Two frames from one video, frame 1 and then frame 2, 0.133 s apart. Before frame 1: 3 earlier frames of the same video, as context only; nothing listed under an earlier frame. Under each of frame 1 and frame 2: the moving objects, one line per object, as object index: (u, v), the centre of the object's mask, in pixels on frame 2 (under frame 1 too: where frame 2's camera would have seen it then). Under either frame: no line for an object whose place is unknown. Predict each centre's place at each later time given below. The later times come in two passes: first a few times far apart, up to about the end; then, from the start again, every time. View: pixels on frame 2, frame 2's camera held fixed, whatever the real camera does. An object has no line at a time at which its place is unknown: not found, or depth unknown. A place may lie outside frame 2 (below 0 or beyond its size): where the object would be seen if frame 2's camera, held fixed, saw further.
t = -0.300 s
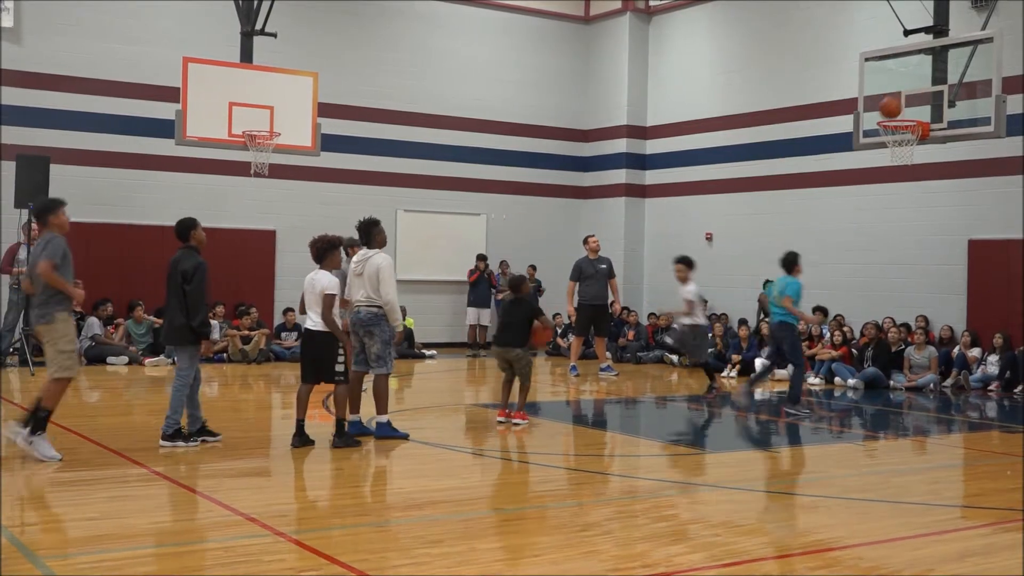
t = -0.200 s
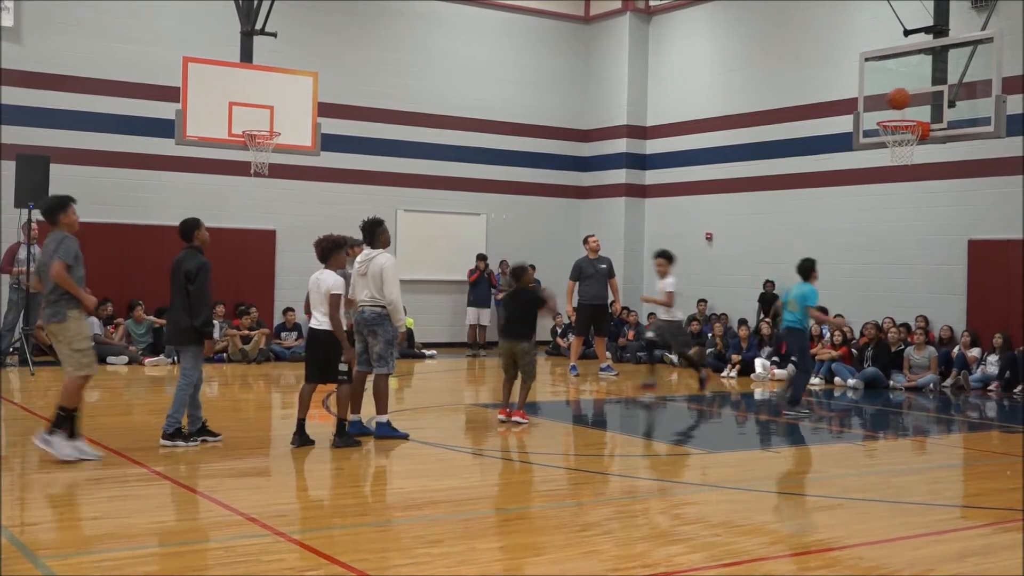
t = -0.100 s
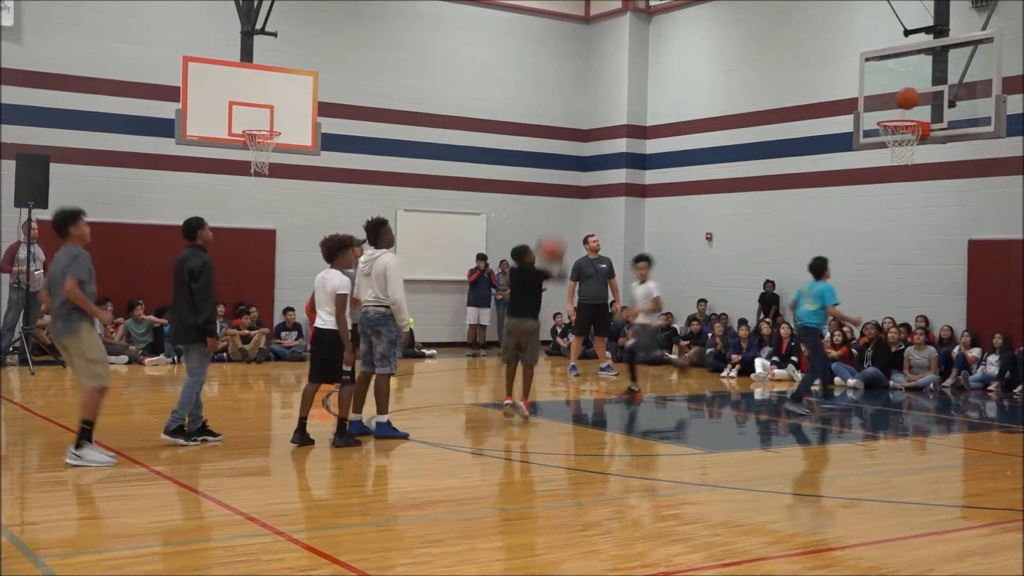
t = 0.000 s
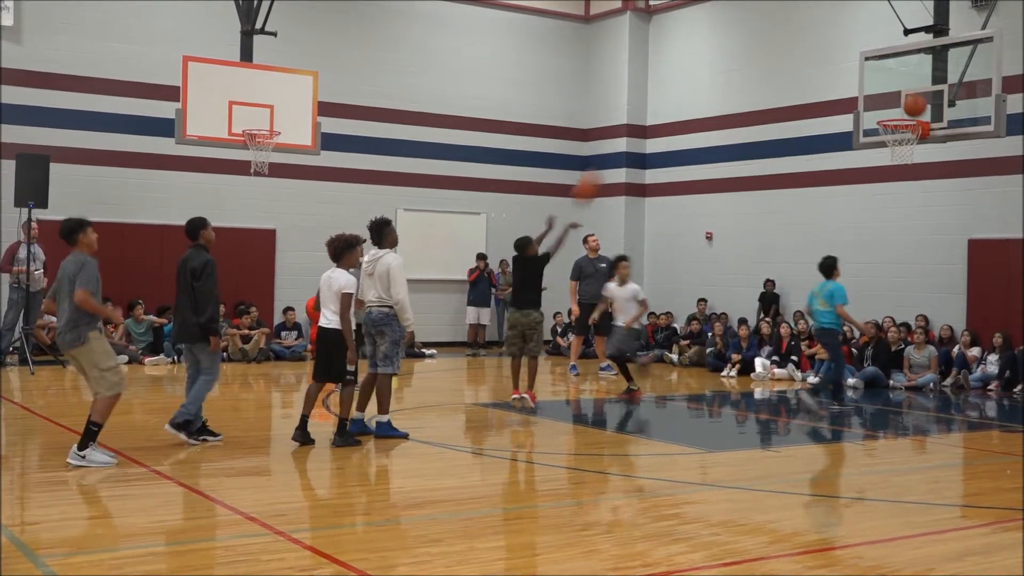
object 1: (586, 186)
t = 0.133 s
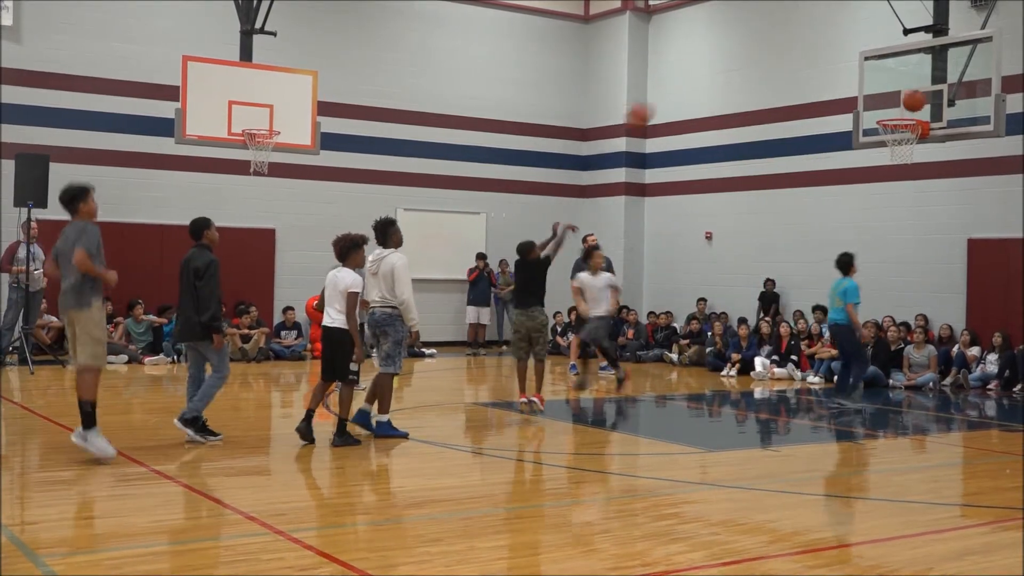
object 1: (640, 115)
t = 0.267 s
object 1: (689, 64)
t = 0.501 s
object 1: (768, 21)
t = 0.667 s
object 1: (820, 23)
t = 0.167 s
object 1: (653, 100)
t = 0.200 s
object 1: (665, 87)
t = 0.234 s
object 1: (677, 75)
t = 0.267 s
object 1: (689, 64)
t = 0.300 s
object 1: (701, 54)
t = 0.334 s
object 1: (712, 46)
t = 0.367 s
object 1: (724, 39)
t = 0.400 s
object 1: (735, 33)
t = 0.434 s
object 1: (746, 28)
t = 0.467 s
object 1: (757, 24)
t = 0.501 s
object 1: (768, 21)
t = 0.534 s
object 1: (779, 20)
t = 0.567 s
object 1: (789, 19)
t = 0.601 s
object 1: (800, 19)
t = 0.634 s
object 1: (810, 21)
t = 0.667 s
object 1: (820, 23)
